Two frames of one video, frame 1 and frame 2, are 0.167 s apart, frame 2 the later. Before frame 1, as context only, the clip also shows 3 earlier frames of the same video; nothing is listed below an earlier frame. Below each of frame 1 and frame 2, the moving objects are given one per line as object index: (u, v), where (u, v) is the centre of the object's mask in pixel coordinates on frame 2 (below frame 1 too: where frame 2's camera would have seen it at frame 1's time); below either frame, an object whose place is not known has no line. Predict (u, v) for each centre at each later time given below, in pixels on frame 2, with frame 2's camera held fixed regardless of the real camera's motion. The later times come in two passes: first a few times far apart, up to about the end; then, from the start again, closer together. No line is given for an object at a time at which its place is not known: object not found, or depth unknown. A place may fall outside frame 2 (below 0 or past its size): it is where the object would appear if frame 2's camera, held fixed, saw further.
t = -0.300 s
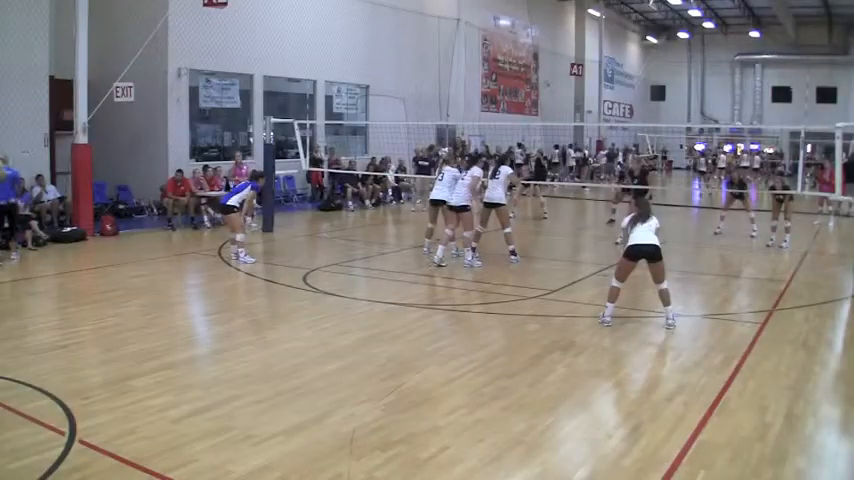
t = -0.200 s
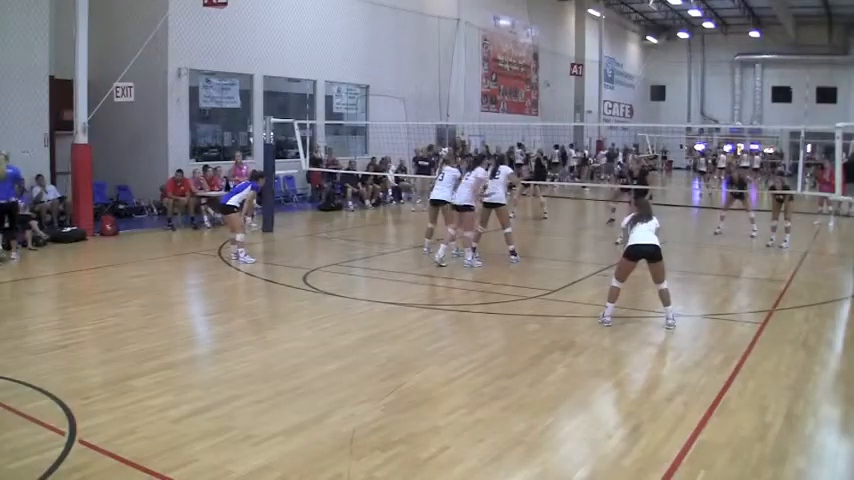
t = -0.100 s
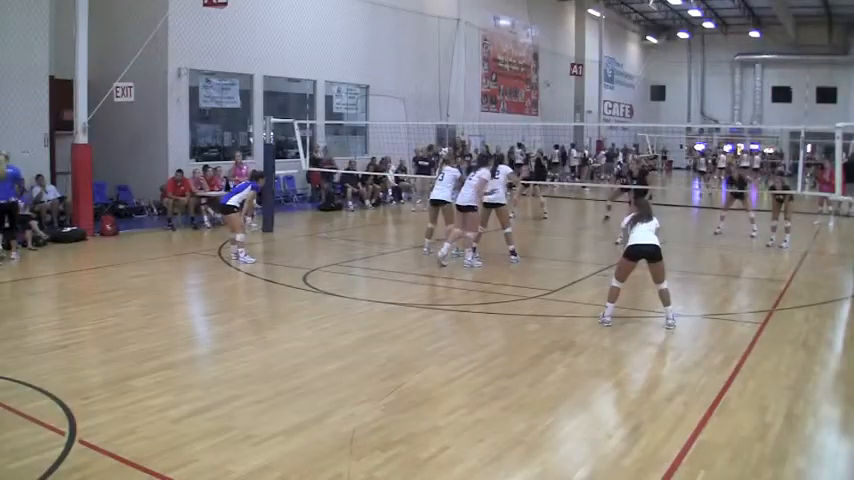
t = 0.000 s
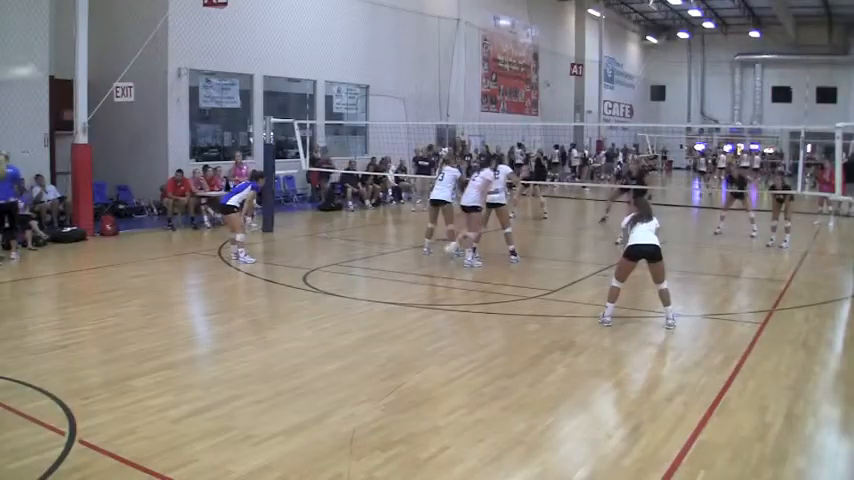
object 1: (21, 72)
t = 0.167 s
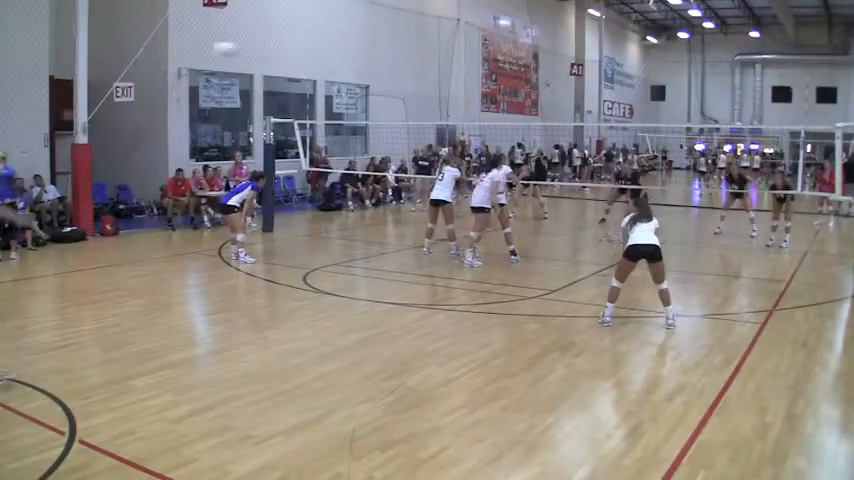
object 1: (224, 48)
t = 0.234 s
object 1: (284, 49)
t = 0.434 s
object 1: (412, 65)
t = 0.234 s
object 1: (284, 49)
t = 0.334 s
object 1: (355, 51)
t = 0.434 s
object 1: (412, 65)
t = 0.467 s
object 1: (425, 71)
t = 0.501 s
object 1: (440, 74)
